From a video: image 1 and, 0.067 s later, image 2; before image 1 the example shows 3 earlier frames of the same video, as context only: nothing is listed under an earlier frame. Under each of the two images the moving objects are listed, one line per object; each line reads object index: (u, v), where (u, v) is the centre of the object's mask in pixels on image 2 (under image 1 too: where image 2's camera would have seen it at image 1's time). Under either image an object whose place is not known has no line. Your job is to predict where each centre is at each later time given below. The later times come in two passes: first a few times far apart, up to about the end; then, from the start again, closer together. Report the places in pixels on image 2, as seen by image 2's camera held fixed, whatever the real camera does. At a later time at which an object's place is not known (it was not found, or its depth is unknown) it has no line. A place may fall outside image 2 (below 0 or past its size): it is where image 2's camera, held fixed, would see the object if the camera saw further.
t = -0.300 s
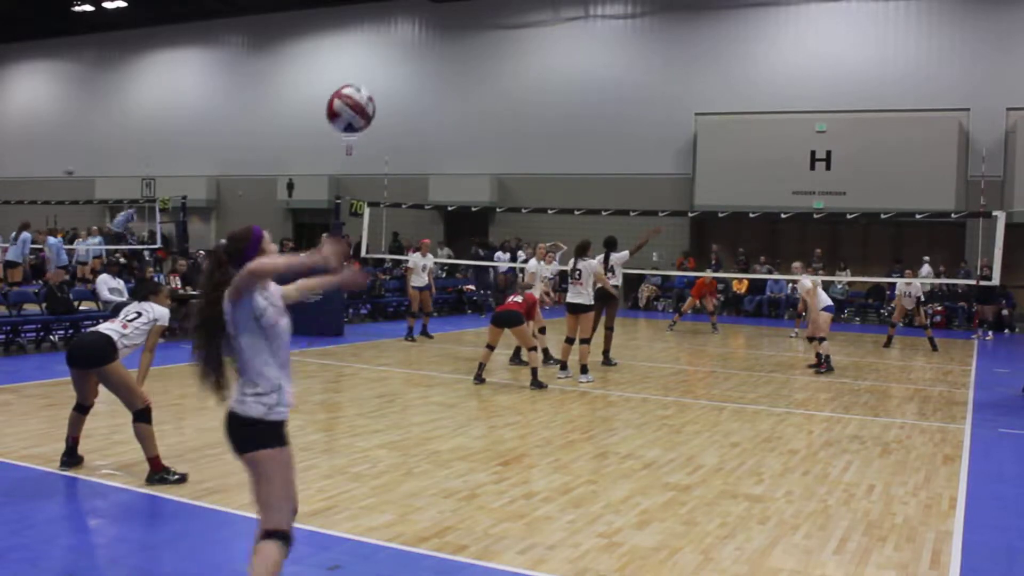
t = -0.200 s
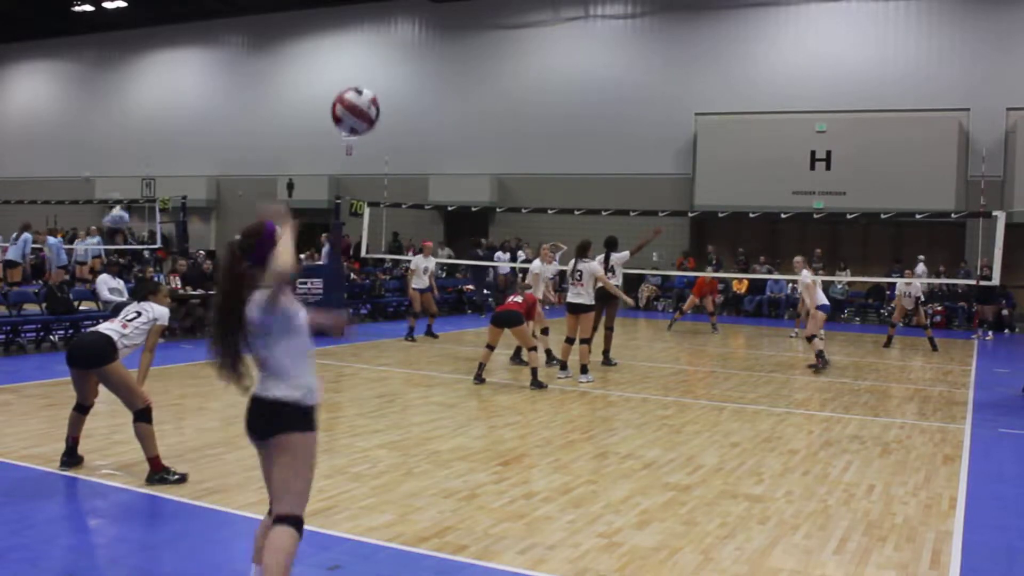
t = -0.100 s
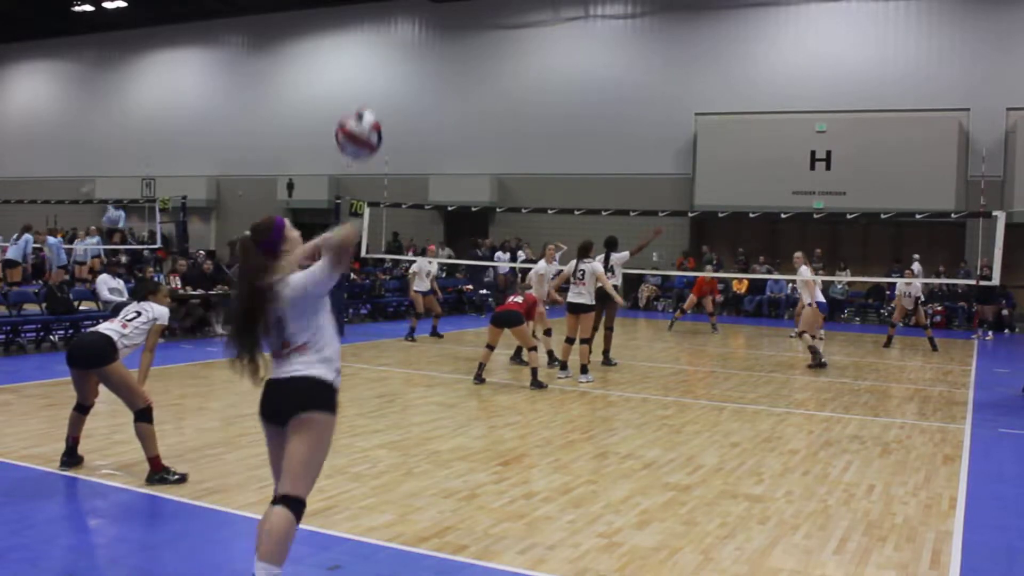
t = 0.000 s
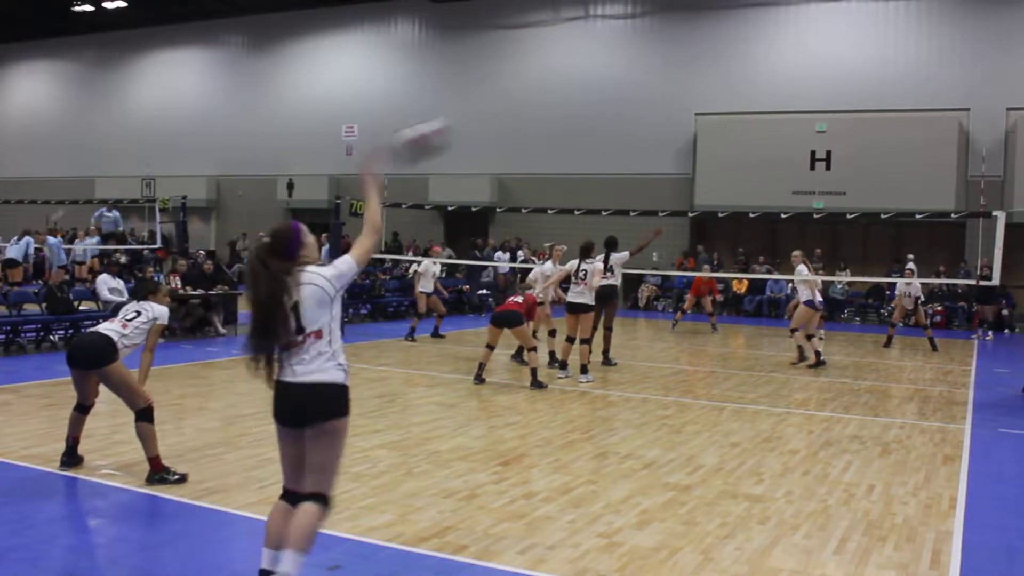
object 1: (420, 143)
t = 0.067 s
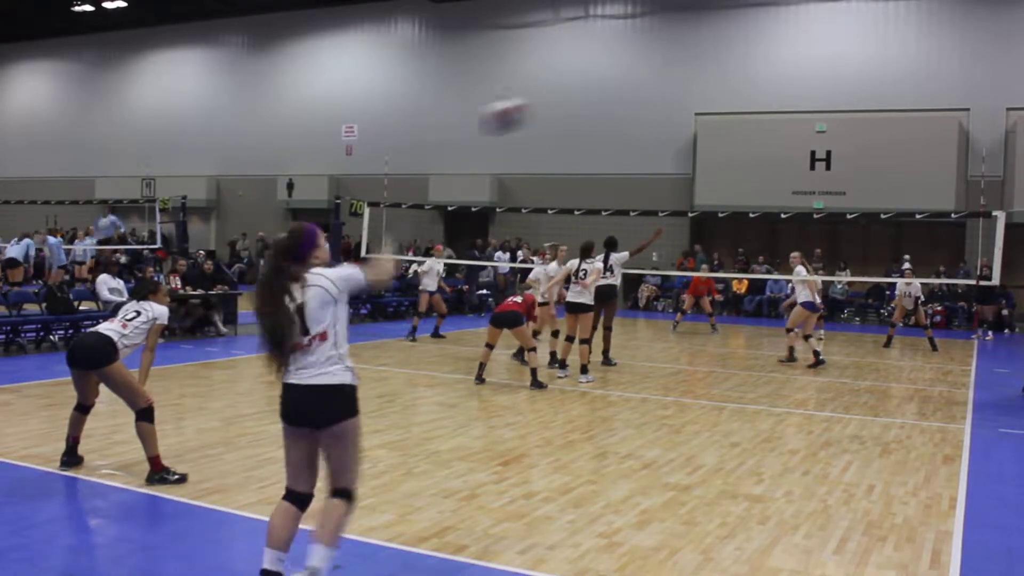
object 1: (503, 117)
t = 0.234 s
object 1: (636, 95)
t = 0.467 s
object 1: (733, 115)
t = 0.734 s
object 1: (791, 170)
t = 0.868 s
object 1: (808, 199)
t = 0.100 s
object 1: (538, 108)
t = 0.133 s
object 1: (568, 102)
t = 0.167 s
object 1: (594, 98)
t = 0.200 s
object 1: (617, 95)
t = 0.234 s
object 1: (636, 95)
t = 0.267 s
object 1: (654, 95)
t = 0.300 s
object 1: (672, 97)
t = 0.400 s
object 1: (711, 106)
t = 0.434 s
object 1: (724, 111)
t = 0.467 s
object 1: (733, 115)
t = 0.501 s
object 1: (742, 121)
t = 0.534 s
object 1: (750, 127)
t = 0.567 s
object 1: (759, 134)
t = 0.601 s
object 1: (766, 141)
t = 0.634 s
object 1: (773, 147)
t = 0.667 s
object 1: (779, 155)
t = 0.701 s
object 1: (786, 163)
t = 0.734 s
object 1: (791, 170)
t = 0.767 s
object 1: (796, 178)
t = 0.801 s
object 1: (802, 185)
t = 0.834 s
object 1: (807, 194)
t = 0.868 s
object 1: (808, 199)
